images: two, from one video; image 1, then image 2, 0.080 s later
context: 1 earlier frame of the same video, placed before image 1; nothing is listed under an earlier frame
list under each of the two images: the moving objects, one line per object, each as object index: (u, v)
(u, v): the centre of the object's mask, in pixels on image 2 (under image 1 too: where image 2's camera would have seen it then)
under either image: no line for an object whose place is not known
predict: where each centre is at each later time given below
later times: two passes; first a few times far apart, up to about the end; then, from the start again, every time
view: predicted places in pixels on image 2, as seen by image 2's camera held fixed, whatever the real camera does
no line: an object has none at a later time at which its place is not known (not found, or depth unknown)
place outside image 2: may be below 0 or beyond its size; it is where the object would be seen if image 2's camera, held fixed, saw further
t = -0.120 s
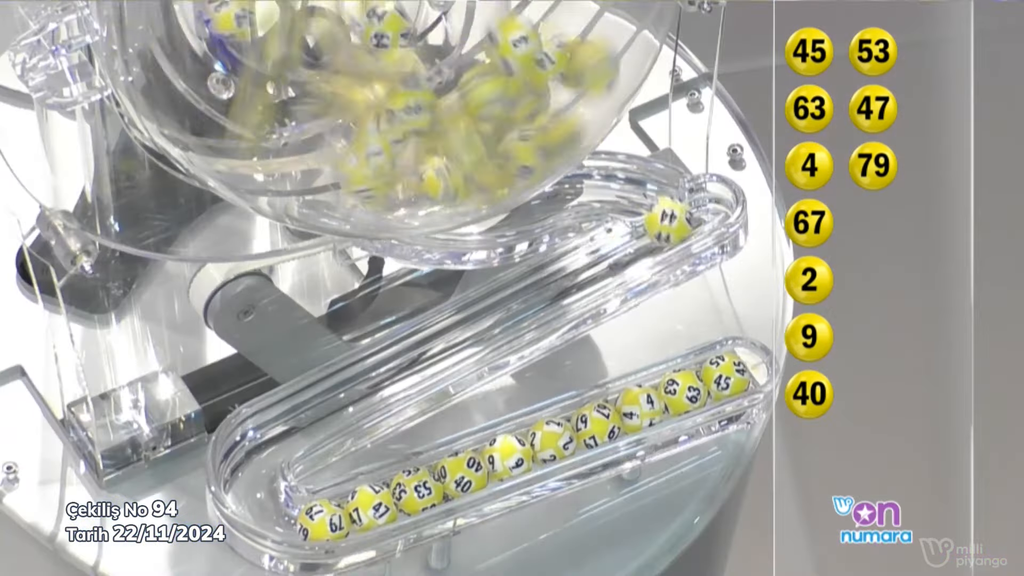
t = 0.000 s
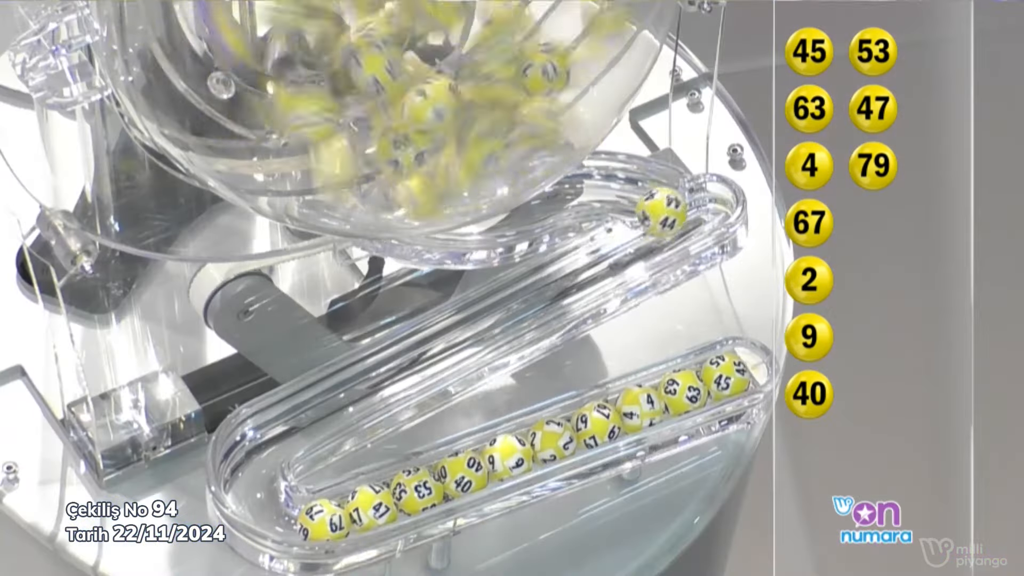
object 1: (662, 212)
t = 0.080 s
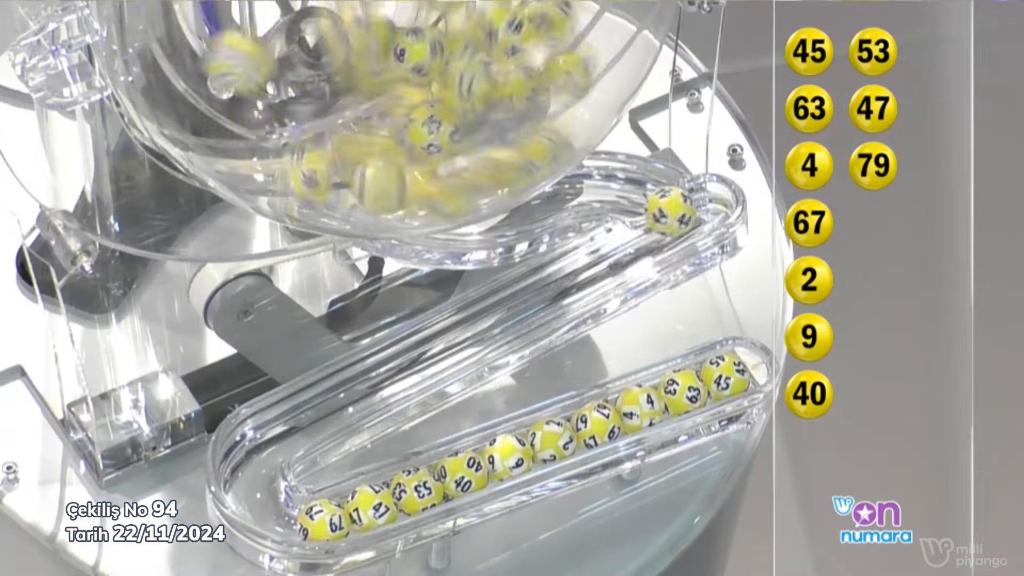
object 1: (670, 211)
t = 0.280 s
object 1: (663, 231)
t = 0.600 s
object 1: (566, 281)
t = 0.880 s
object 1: (448, 342)
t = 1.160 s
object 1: (309, 416)
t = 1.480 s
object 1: (272, 511)
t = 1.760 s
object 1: (273, 512)
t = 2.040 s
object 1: (273, 512)
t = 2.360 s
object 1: (272, 512)
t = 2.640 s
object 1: (273, 512)
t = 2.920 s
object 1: (273, 512)
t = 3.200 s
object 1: (273, 512)
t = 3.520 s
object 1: (272, 511)
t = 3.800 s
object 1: (272, 511)
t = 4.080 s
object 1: (272, 511)
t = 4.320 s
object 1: (273, 511)
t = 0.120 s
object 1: (674, 213)
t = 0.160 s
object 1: (674, 218)
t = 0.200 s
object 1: (674, 223)
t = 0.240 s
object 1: (670, 229)
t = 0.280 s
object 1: (663, 231)
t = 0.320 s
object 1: (652, 236)
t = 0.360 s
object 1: (644, 241)
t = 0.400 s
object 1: (632, 248)
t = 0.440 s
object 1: (620, 254)
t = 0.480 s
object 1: (608, 261)
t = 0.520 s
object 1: (595, 268)
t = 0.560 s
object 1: (580, 275)
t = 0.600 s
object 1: (566, 281)
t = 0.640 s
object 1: (552, 290)
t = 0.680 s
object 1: (536, 297)
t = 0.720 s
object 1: (520, 306)
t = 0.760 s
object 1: (506, 313)
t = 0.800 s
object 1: (488, 321)
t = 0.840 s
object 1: (470, 333)
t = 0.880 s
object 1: (448, 342)
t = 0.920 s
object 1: (433, 350)
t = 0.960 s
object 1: (414, 361)
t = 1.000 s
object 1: (394, 371)
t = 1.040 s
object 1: (374, 382)
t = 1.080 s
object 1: (352, 393)
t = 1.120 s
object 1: (330, 405)
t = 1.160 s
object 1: (309, 416)
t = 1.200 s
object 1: (286, 426)
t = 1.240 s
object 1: (263, 441)
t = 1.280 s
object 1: (247, 456)
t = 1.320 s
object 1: (245, 475)
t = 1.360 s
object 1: (251, 492)
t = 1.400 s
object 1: (265, 509)
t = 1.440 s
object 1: (272, 512)
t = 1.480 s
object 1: (272, 511)
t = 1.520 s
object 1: (273, 512)
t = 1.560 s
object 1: (273, 512)
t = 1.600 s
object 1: (273, 512)
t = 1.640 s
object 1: (272, 512)
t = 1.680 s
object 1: (272, 512)
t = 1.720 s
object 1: (273, 512)
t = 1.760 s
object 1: (273, 512)
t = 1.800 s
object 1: (272, 512)
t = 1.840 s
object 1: (273, 512)
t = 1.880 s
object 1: (273, 512)
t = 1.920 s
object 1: (273, 512)
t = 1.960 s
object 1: (273, 512)
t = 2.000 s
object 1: (273, 512)
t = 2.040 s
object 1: (273, 512)
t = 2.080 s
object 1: (273, 512)
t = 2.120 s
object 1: (273, 512)
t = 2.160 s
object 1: (273, 511)
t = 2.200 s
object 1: (273, 512)
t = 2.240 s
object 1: (273, 512)
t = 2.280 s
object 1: (273, 512)
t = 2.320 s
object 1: (273, 512)
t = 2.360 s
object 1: (272, 512)
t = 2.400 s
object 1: (272, 512)
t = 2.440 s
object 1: (273, 512)
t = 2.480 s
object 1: (273, 511)
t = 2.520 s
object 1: (273, 511)
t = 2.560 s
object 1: (273, 512)
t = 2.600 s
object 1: (273, 512)
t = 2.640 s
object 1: (273, 512)
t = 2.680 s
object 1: (273, 512)
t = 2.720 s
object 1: (273, 512)
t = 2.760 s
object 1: (273, 512)
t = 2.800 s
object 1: (273, 512)
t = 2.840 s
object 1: (273, 512)
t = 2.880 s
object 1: (273, 512)
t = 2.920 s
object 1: (273, 512)
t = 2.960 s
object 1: (273, 512)
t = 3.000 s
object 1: (273, 512)
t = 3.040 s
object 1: (273, 512)
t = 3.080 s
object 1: (273, 512)
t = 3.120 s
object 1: (273, 512)
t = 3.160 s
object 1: (273, 512)
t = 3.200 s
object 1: (273, 512)
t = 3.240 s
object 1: (273, 511)
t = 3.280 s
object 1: (273, 511)
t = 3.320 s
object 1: (273, 511)
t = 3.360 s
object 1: (273, 511)
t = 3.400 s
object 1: (272, 511)
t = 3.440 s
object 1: (273, 511)
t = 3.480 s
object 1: (272, 511)
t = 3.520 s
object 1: (272, 511)
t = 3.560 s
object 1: (273, 511)
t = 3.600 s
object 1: (273, 511)
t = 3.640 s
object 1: (273, 511)
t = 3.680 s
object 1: (273, 511)
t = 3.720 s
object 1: (273, 511)
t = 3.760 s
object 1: (272, 511)
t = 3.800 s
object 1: (272, 511)
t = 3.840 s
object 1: (273, 512)
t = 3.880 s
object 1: (273, 512)
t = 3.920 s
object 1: (273, 511)
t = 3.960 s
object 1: (273, 511)
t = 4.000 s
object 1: (273, 511)
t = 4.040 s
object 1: (273, 511)
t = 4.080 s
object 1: (272, 511)
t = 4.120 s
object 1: (273, 511)
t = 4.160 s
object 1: (273, 512)
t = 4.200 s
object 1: (273, 511)
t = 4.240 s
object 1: (273, 511)
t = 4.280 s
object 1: (273, 511)
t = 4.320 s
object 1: (273, 511)
